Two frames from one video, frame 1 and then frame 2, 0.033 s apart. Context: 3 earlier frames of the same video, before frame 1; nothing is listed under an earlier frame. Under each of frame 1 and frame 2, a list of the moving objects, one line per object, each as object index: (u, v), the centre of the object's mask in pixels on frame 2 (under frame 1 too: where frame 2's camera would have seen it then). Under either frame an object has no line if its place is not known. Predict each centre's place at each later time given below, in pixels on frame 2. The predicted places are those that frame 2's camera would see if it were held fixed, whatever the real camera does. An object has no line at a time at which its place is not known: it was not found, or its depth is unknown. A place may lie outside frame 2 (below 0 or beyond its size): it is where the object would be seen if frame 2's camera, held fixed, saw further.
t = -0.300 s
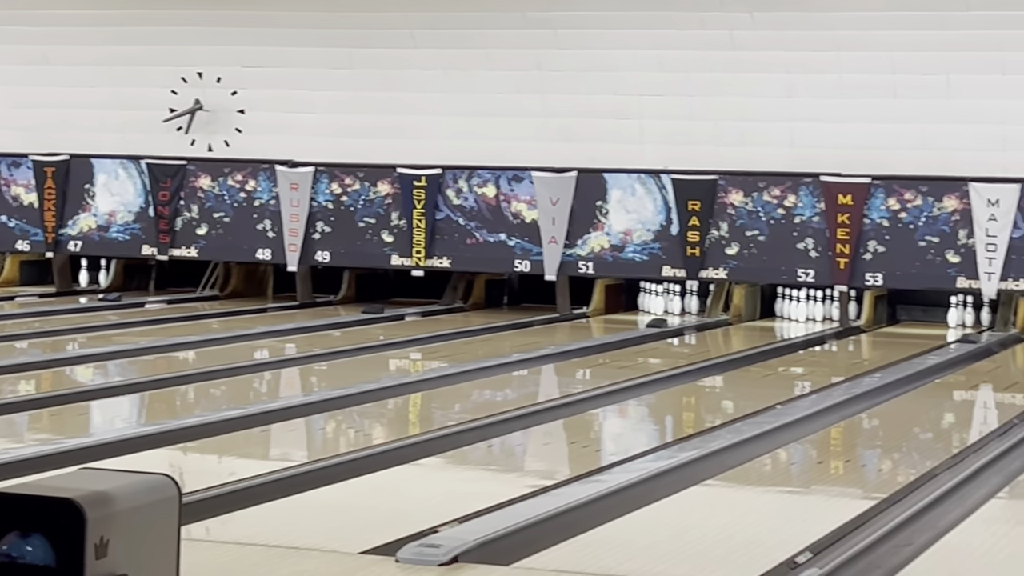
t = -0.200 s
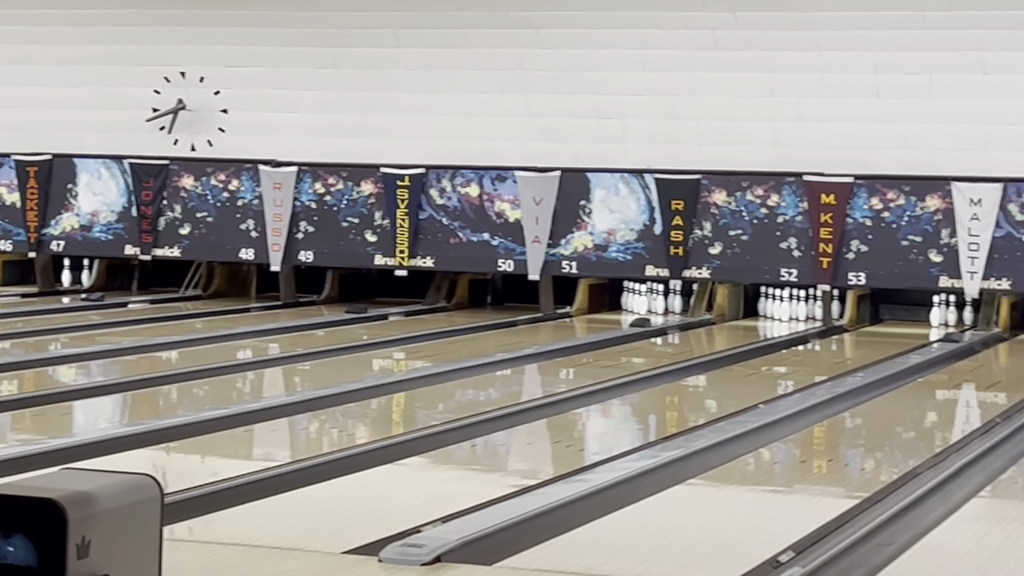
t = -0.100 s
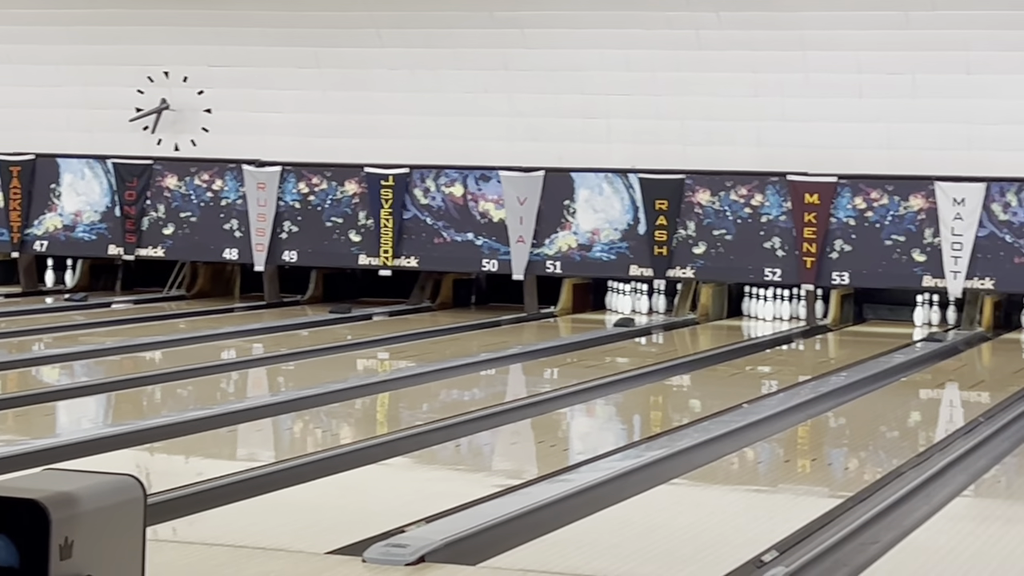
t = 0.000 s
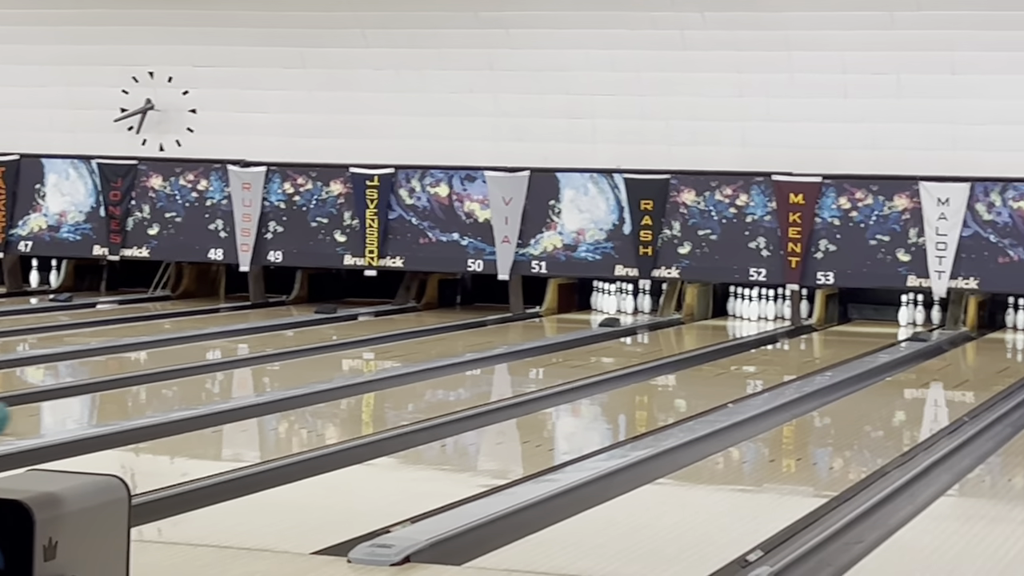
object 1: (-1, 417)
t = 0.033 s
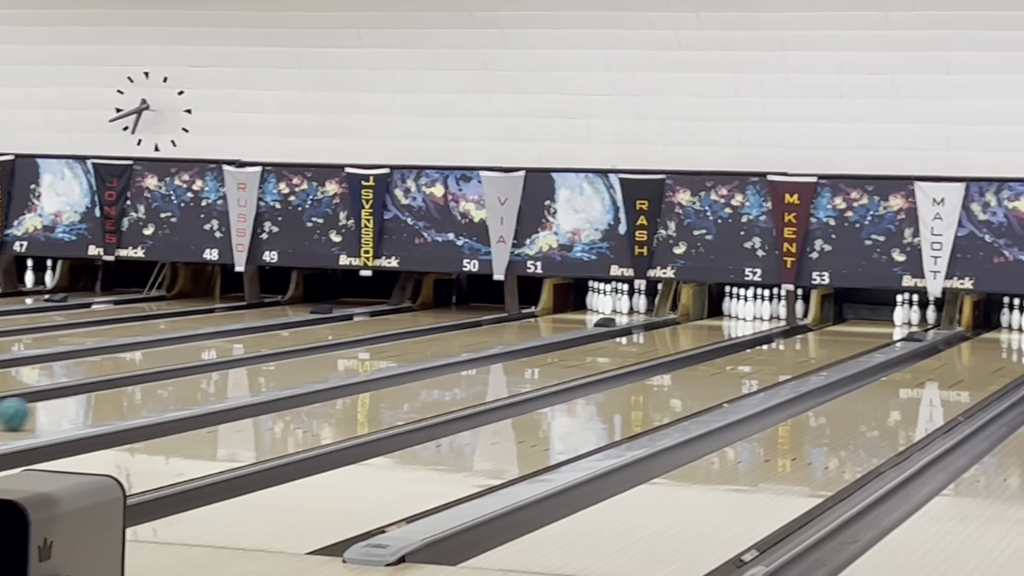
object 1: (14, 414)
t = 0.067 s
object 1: (36, 409)
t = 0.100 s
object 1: (60, 405)
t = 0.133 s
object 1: (82, 402)
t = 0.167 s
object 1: (103, 399)
